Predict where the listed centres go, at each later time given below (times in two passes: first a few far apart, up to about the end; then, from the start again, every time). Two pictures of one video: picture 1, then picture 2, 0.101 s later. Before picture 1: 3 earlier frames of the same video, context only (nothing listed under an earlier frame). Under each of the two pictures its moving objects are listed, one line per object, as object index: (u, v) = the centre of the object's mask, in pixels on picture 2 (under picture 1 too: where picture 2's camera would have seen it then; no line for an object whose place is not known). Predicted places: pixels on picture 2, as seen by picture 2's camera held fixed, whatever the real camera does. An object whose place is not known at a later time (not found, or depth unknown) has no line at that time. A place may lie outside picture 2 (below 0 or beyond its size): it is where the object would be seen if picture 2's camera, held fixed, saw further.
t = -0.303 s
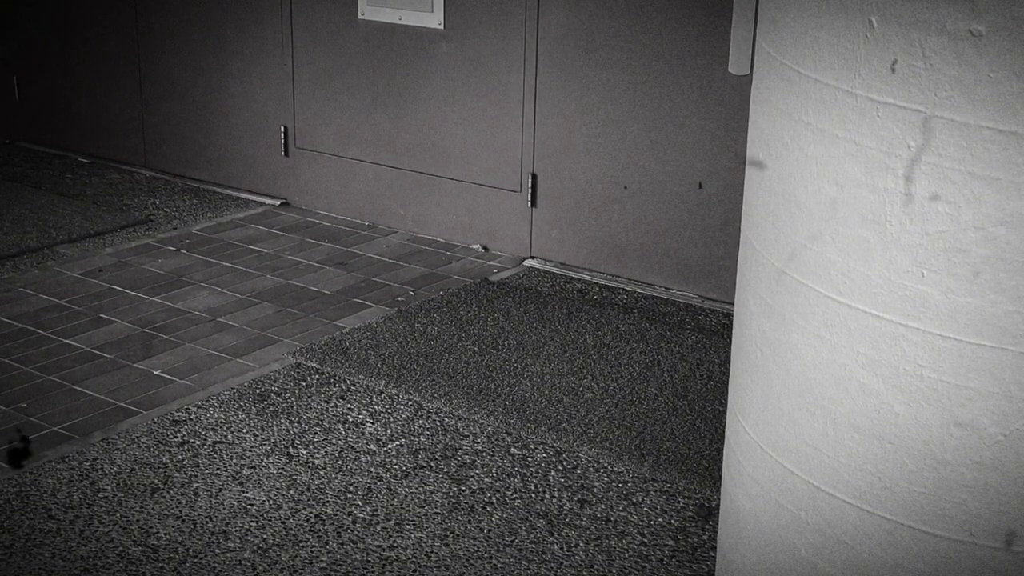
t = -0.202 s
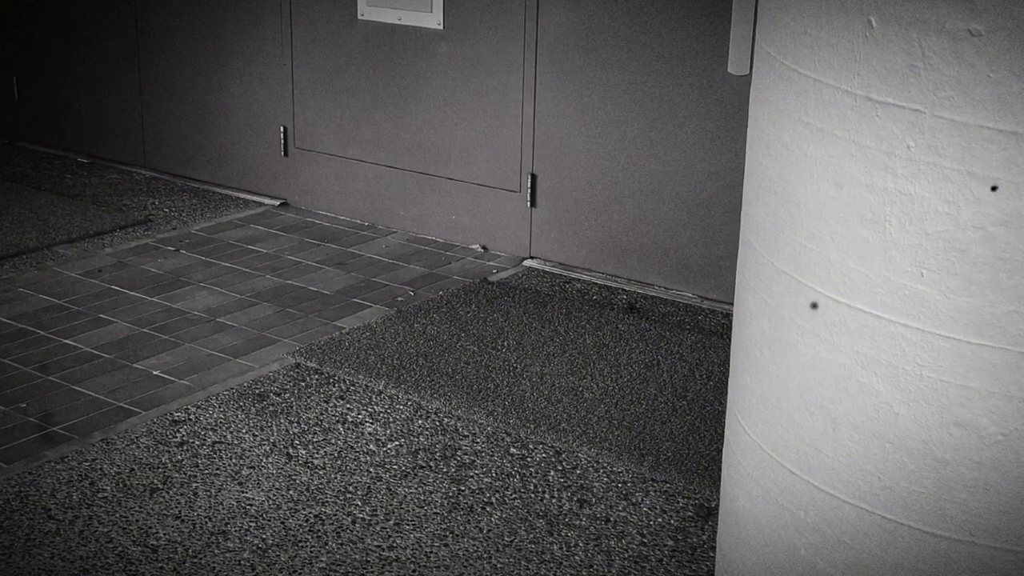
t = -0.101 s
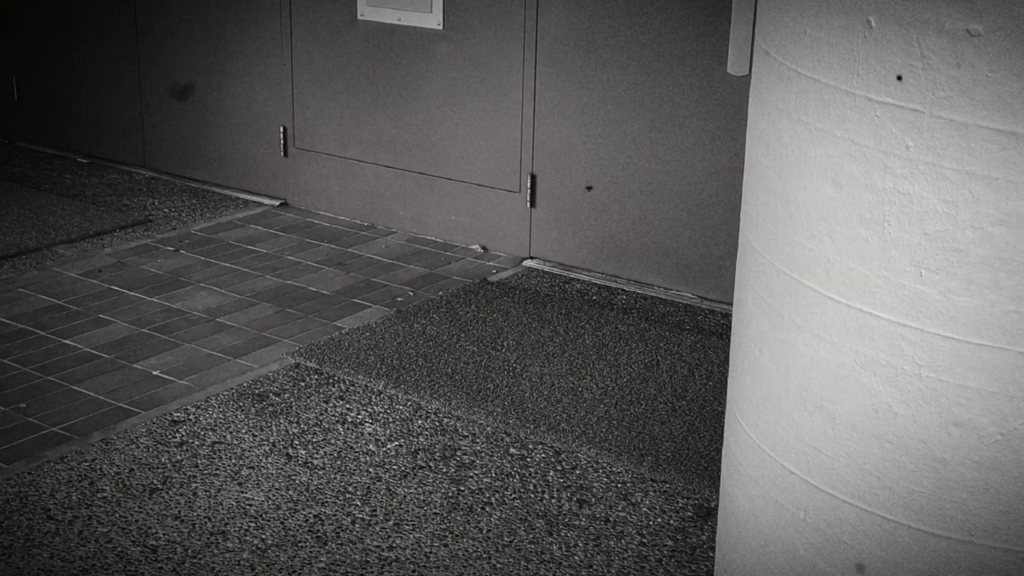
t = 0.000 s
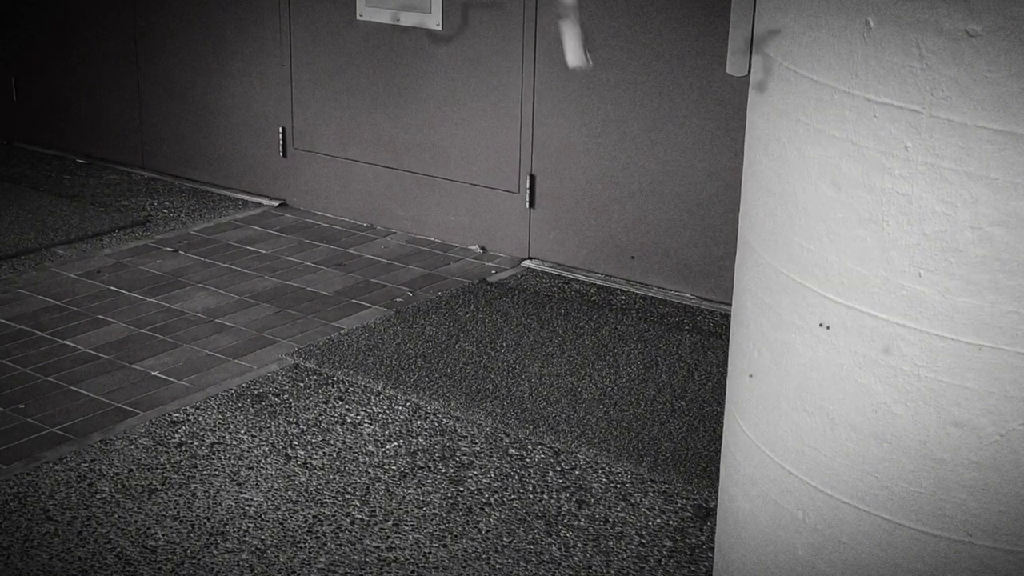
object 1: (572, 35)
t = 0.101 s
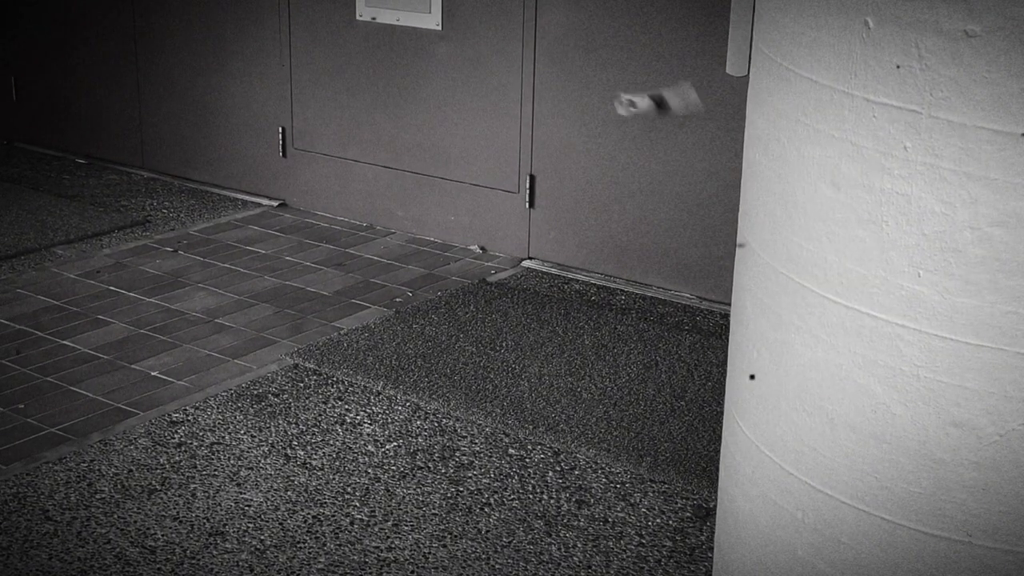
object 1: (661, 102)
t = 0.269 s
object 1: (688, 237)
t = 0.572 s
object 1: (668, 298)
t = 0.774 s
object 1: (665, 307)
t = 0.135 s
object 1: (687, 138)
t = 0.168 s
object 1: (708, 170)
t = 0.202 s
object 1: (711, 192)
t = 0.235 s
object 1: (700, 215)
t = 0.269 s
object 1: (688, 237)
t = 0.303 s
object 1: (678, 267)
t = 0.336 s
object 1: (662, 295)
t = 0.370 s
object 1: (660, 311)
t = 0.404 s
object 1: (660, 301)
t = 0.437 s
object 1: (661, 294)
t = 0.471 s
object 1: (665, 290)
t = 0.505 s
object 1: (665, 289)
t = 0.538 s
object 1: (666, 291)
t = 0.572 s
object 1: (668, 298)
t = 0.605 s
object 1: (666, 304)
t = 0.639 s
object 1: (666, 308)
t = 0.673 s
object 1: (666, 306)
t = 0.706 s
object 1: (667, 306)
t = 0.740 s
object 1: (665, 306)
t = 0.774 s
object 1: (665, 307)
